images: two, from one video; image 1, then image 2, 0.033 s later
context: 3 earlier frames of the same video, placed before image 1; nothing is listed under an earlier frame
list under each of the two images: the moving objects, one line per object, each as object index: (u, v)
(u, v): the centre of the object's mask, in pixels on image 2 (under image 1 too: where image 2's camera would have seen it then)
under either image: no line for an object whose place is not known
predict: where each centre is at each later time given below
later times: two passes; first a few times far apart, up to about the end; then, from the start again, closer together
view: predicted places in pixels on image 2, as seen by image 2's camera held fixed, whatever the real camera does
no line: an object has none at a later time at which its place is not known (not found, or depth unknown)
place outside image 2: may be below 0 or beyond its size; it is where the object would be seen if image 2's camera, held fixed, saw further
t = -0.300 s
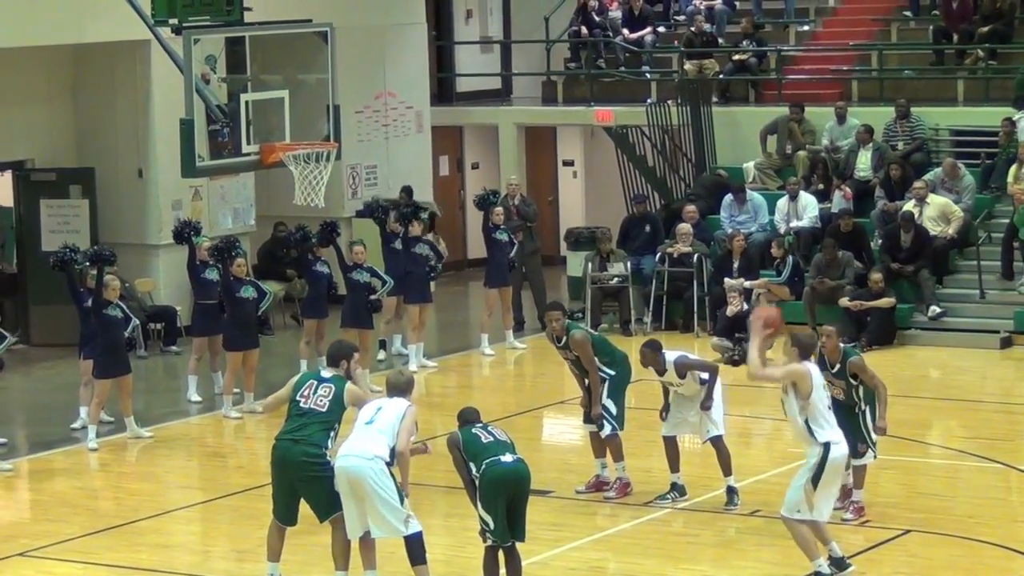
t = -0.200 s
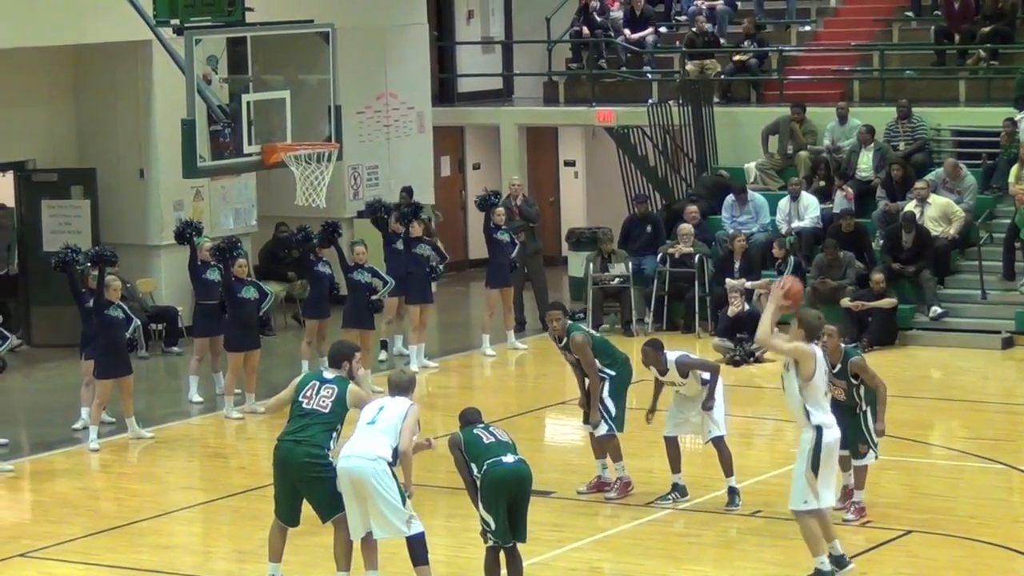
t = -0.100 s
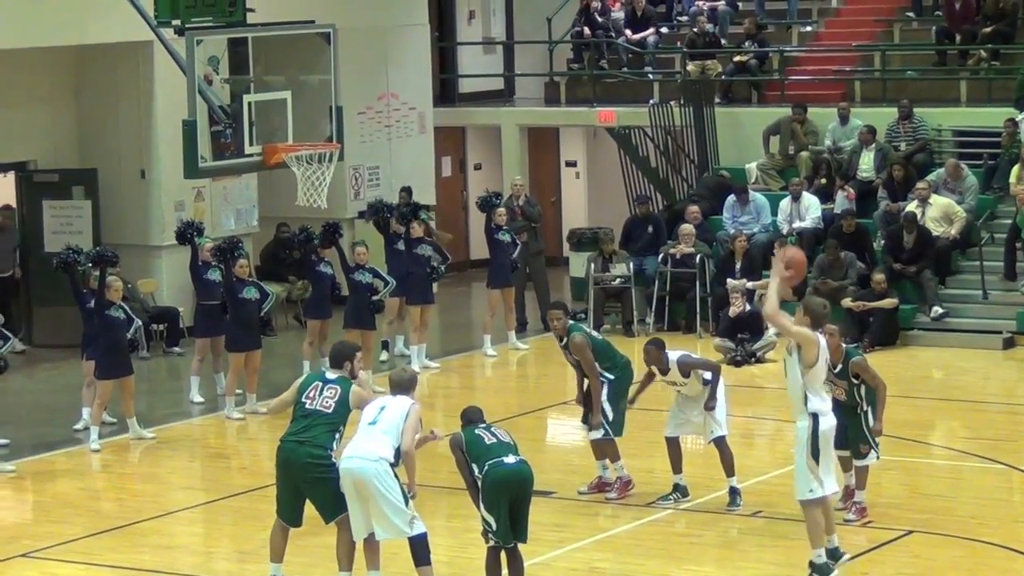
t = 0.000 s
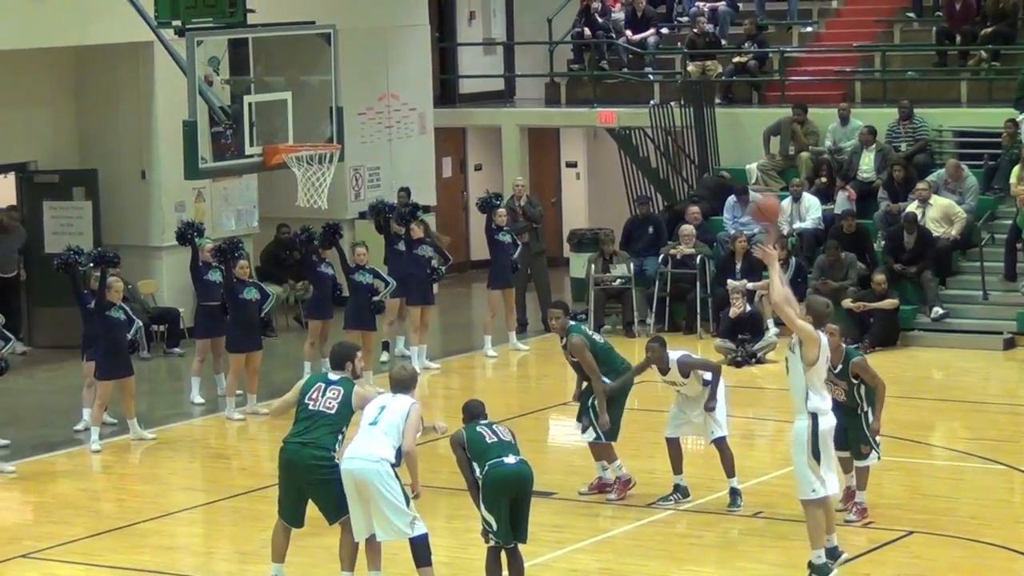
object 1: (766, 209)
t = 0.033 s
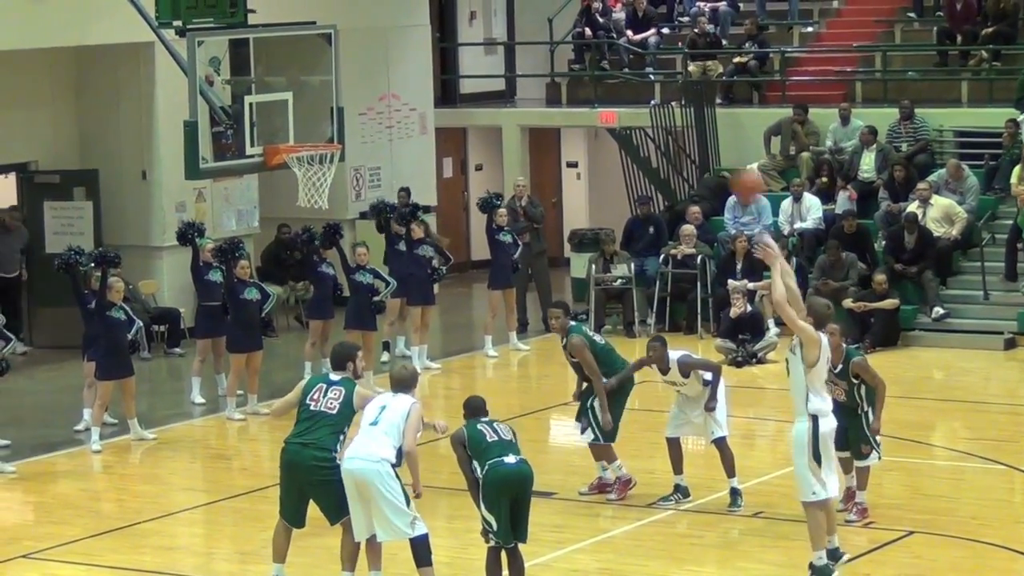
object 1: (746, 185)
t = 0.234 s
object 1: (636, 77)
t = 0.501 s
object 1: (501, 21)
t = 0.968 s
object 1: (291, 135)
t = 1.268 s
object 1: (402, 50)
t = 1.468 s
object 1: (481, 53)
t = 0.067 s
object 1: (729, 165)
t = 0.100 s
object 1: (710, 143)
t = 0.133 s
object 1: (692, 124)
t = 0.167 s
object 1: (673, 105)
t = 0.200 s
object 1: (655, 90)
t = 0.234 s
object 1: (636, 77)
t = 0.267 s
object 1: (620, 64)
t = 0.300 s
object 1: (603, 54)
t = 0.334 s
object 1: (586, 44)
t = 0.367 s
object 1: (567, 36)
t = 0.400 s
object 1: (549, 30)
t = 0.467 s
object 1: (517, 21)
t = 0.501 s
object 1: (501, 21)
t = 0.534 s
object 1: (483, 20)
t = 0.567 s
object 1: (468, 20)
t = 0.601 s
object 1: (451, 22)
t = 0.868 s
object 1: (332, 90)
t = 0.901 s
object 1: (317, 104)
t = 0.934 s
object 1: (305, 119)
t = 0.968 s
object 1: (291, 135)
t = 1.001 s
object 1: (302, 123)
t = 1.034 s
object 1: (313, 109)
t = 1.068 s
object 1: (326, 97)
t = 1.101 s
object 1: (339, 85)
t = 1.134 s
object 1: (351, 77)
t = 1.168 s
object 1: (364, 68)
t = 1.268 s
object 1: (402, 50)
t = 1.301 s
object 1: (414, 47)
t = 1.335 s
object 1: (429, 45)
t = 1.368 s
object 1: (442, 44)
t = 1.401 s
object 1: (454, 45)
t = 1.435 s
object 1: (467, 49)
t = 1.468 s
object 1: (481, 53)
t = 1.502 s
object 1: (496, 57)
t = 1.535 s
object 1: (509, 65)
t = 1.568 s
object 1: (521, 72)
